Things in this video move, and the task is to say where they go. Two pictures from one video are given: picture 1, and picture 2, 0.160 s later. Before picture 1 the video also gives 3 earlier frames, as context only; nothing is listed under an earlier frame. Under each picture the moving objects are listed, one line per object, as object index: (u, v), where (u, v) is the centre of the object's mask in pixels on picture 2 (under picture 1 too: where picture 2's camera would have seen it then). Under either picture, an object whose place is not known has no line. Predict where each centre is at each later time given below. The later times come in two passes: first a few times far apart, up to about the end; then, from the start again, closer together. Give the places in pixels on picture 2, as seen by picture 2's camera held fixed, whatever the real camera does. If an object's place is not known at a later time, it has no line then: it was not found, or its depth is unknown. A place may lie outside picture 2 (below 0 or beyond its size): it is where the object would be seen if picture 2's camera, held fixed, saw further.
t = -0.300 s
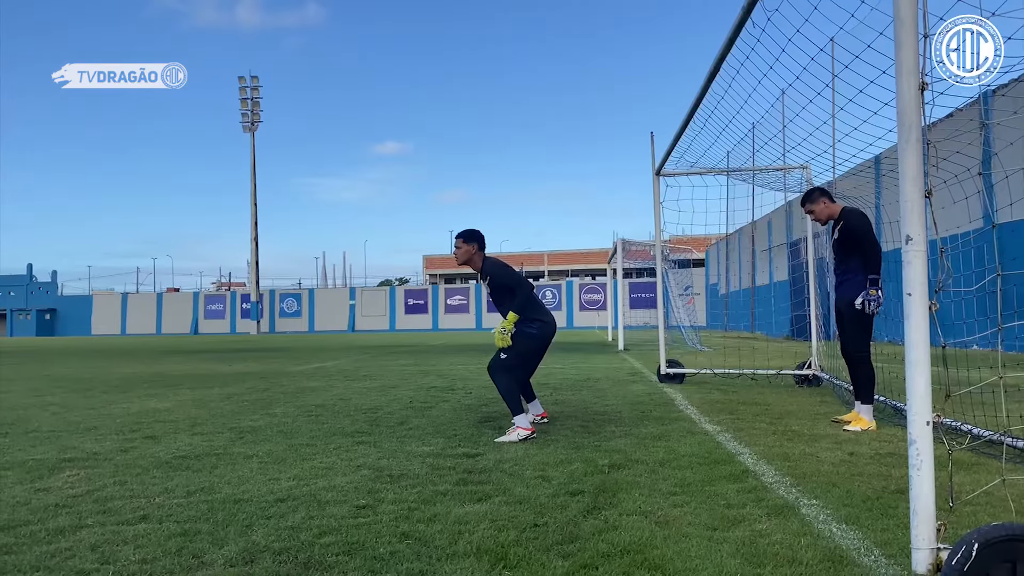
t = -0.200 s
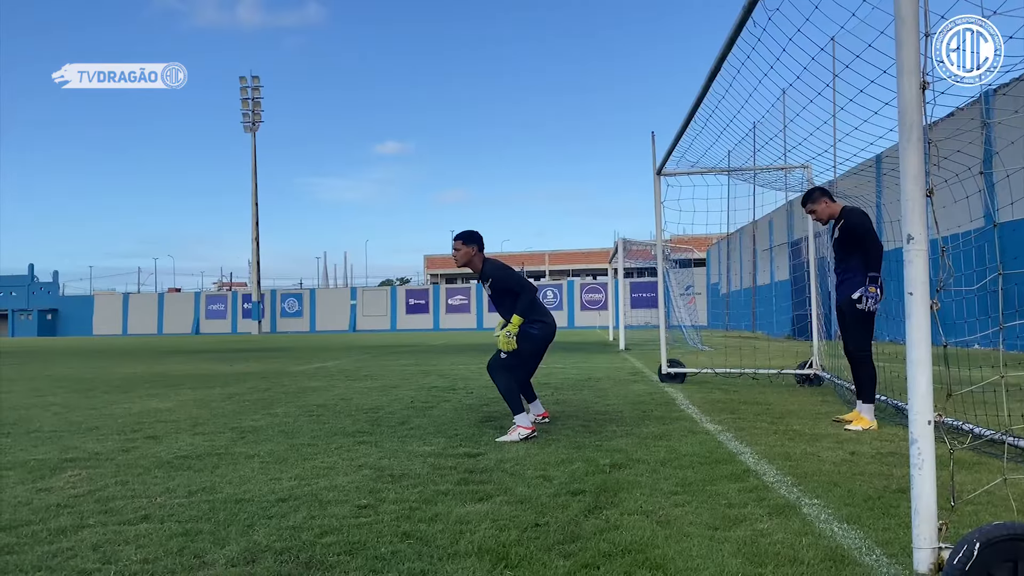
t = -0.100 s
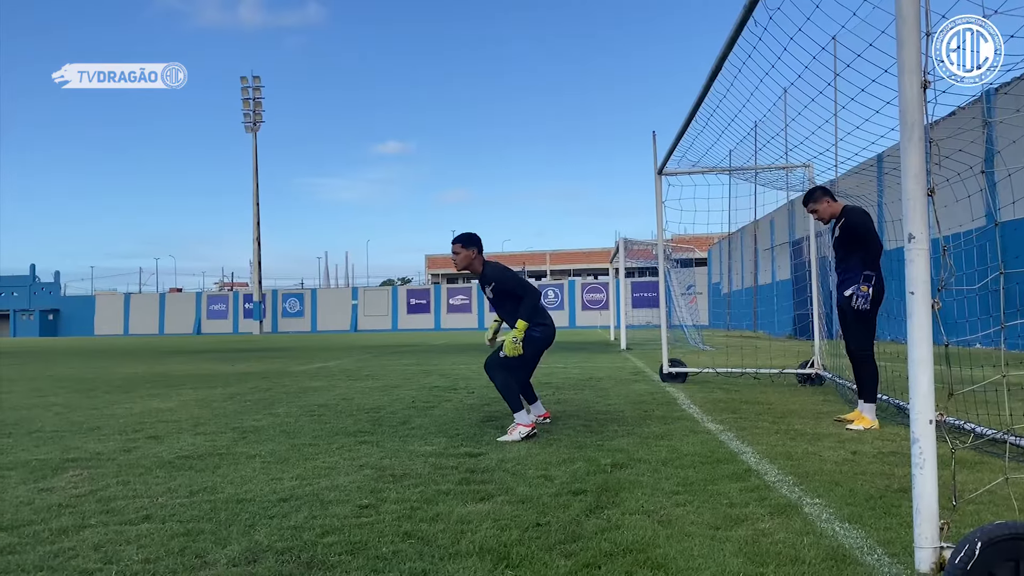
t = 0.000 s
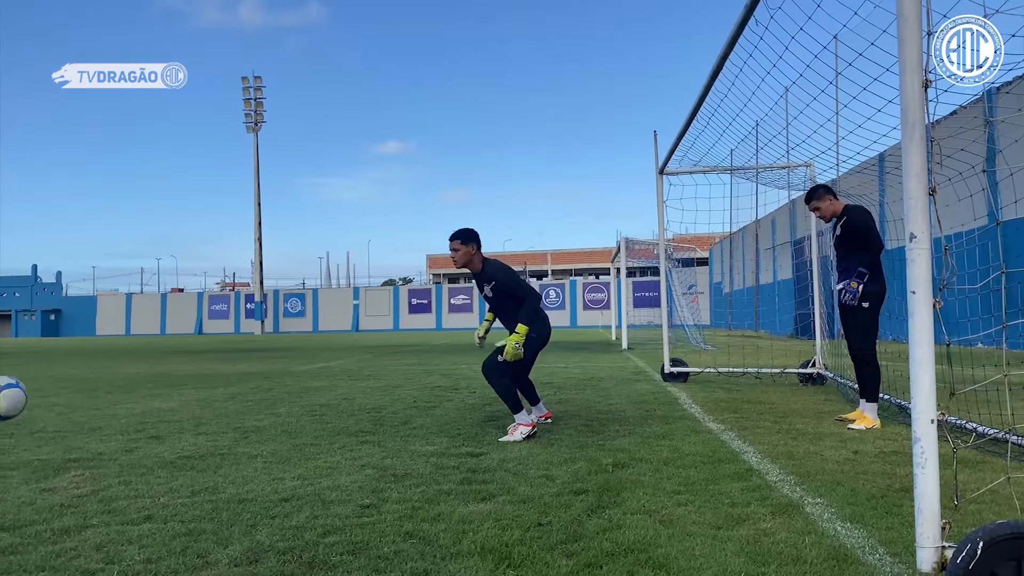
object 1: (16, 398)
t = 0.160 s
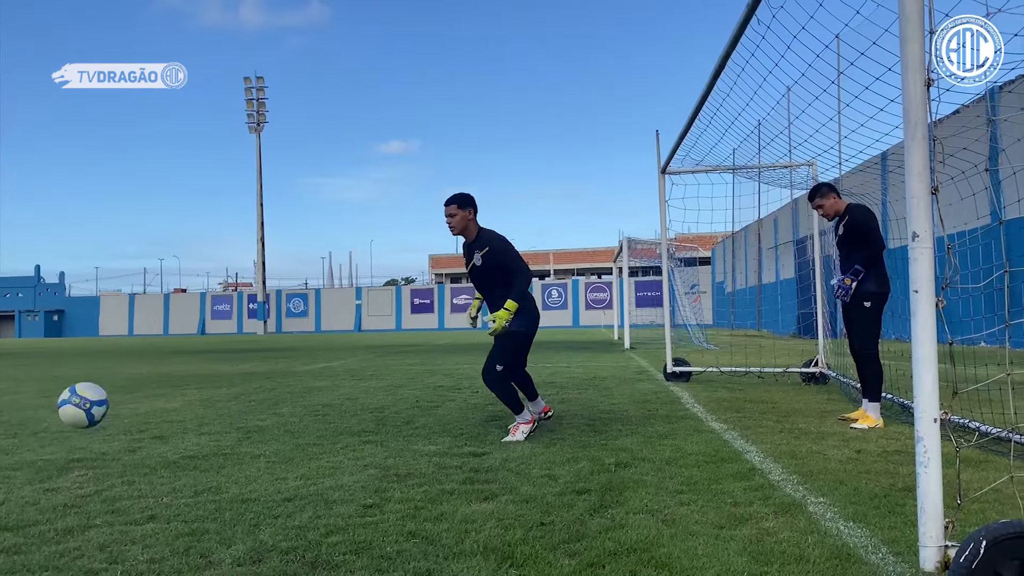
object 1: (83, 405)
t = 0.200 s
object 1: (100, 375)
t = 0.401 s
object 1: (174, 300)
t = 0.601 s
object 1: (258, 311)
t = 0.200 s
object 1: (100, 375)
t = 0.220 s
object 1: (106, 366)
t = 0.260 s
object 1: (117, 350)
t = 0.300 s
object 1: (136, 329)
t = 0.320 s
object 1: (141, 323)
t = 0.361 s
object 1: (155, 311)
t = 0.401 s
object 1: (174, 300)
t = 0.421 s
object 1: (181, 298)
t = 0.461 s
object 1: (194, 295)
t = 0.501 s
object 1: (214, 294)
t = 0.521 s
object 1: (222, 294)
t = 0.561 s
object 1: (237, 299)
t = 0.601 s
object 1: (258, 311)
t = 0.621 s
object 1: (266, 316)
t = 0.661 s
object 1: (281, 329)
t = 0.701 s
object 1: (304, 353)
